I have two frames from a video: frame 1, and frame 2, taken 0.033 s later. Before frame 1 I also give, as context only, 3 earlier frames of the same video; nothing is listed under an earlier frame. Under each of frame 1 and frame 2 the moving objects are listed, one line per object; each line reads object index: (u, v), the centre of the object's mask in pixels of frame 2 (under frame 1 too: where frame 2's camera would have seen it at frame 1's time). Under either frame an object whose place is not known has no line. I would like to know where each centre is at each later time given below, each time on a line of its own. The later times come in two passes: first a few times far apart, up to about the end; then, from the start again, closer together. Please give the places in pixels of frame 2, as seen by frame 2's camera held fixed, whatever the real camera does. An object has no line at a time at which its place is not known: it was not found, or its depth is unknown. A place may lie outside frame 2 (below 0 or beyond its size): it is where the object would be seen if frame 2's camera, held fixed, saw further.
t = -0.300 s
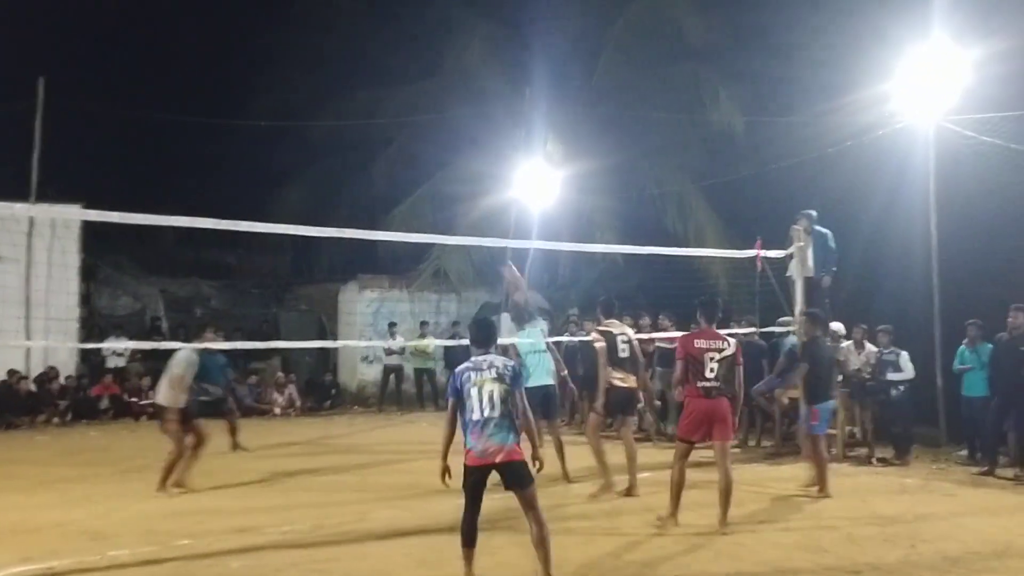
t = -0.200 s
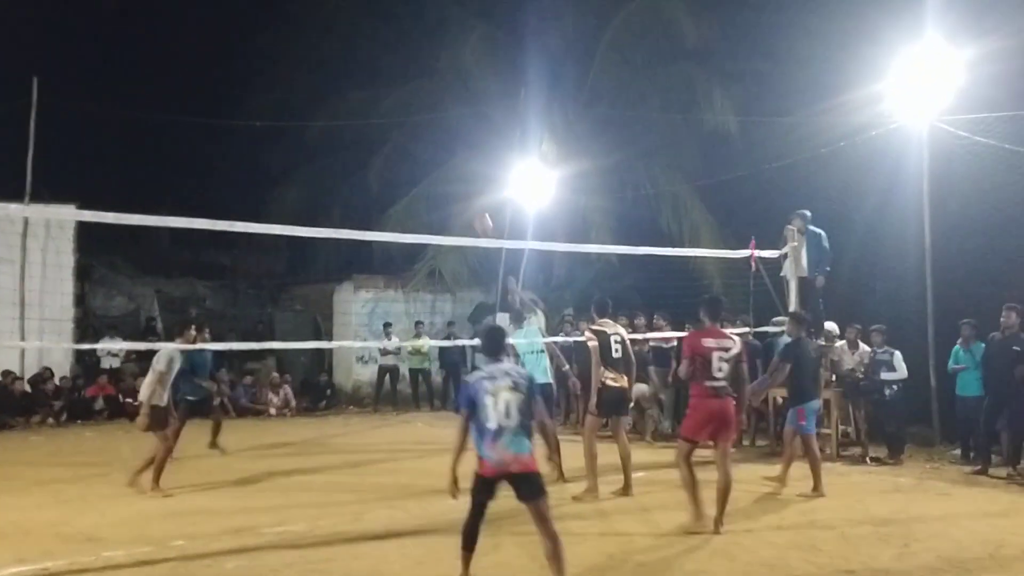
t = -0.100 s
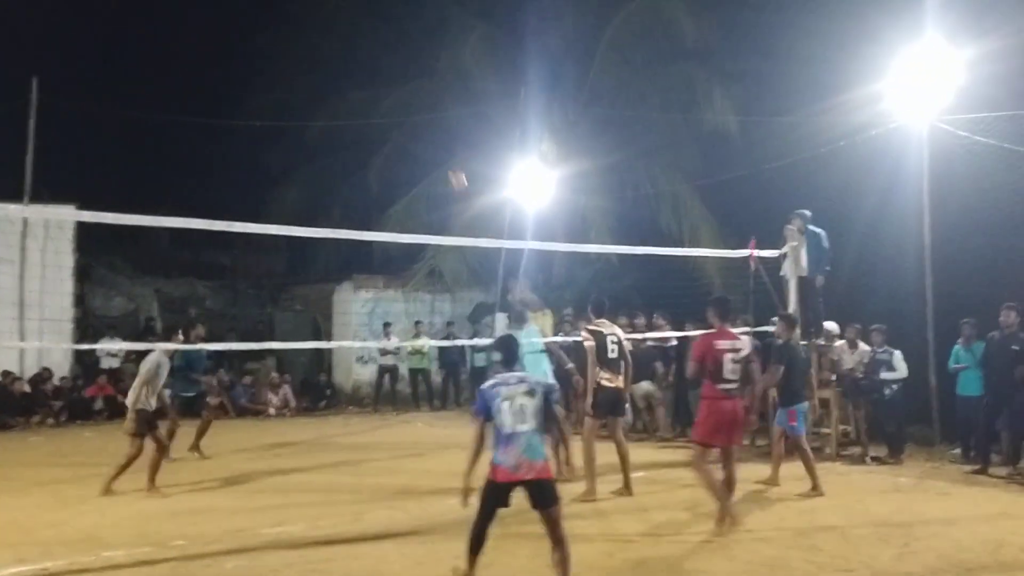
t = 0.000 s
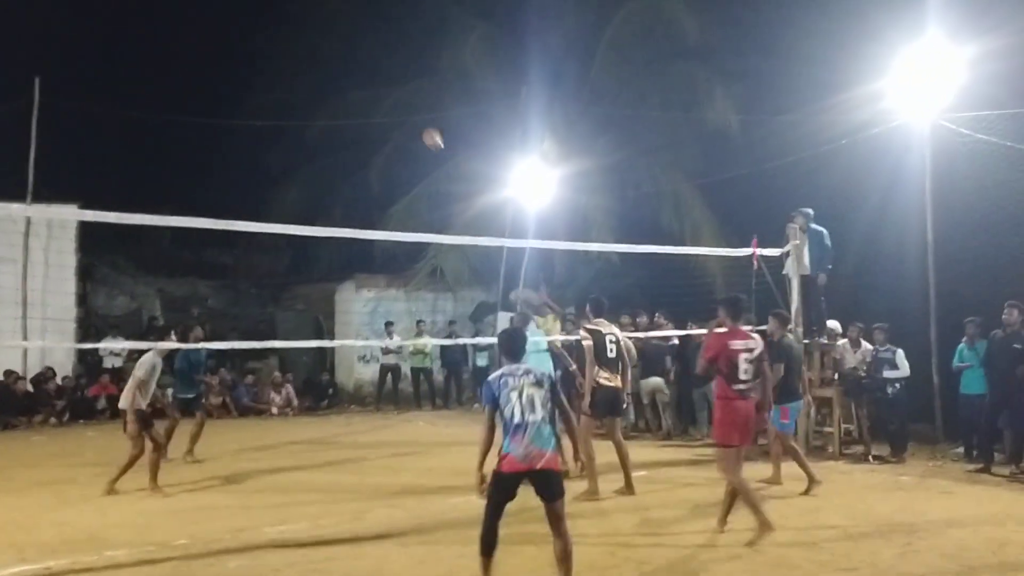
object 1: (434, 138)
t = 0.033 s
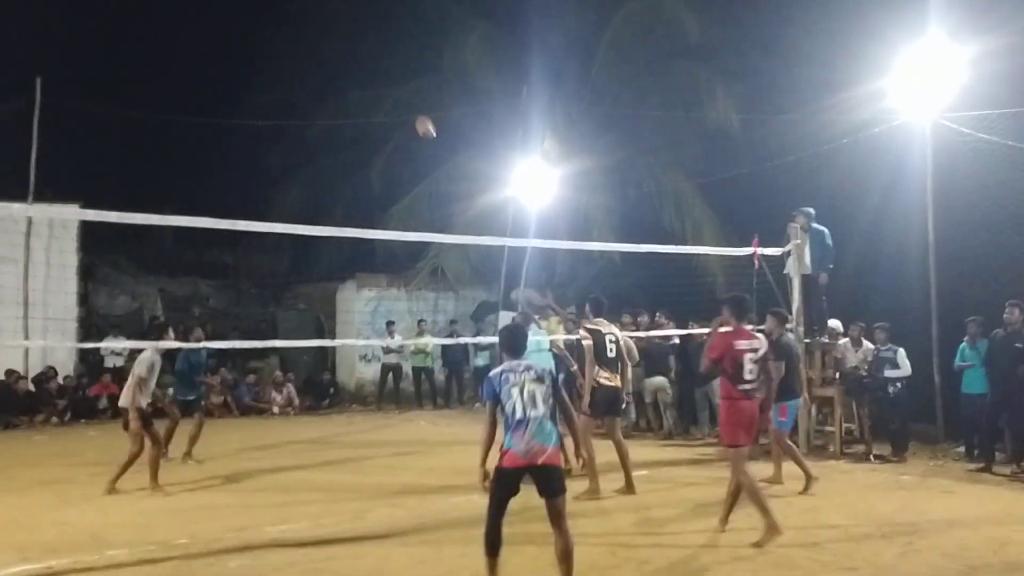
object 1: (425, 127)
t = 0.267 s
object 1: (360, 69)
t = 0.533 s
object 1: (283, 53)
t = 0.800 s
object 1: (200, 102)
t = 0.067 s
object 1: (417, 116)
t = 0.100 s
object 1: (407, 106)
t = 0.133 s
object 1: (398, 97)
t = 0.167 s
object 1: (388, 89)
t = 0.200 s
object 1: (379, 82)
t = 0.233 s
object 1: (370, 75)
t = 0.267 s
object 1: (360, 69)
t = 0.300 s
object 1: (351, 64)
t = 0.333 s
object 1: (342, 60)
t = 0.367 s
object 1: (332, 57)
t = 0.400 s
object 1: (323, 54)
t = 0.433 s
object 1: (313, 53)
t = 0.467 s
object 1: (304, 51)
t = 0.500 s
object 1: (293, 52)
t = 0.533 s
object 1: (283, 53)
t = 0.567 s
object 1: (273, 56)
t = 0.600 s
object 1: (263, 59)
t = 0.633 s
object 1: (252, 63)
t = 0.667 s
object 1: (242, 69)
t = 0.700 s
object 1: (231, 75)
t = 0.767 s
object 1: (211, 92)
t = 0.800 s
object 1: (200, 102)
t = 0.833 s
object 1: (189, 113)
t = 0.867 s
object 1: (179, 125)
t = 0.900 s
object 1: (168, 138)
